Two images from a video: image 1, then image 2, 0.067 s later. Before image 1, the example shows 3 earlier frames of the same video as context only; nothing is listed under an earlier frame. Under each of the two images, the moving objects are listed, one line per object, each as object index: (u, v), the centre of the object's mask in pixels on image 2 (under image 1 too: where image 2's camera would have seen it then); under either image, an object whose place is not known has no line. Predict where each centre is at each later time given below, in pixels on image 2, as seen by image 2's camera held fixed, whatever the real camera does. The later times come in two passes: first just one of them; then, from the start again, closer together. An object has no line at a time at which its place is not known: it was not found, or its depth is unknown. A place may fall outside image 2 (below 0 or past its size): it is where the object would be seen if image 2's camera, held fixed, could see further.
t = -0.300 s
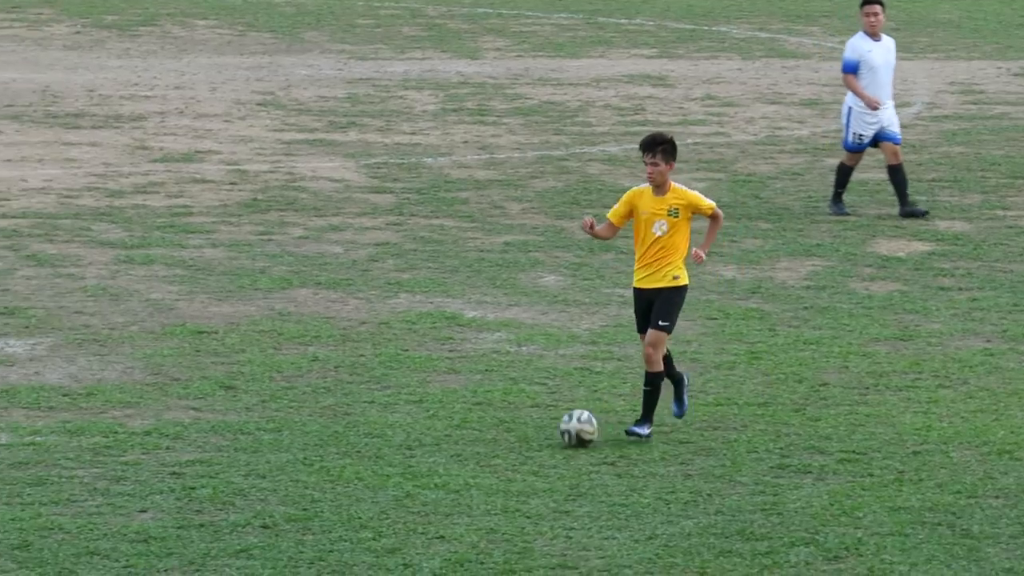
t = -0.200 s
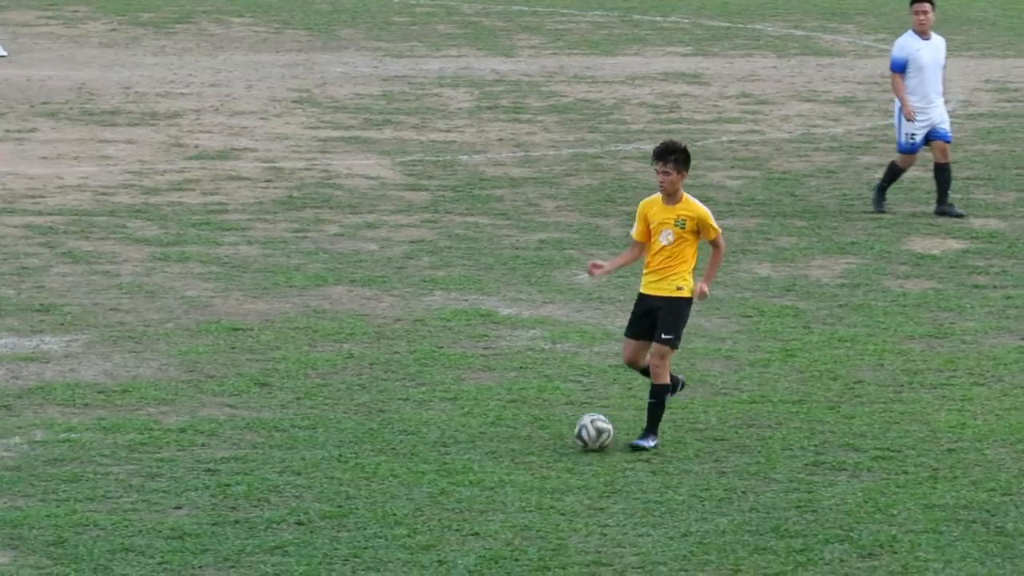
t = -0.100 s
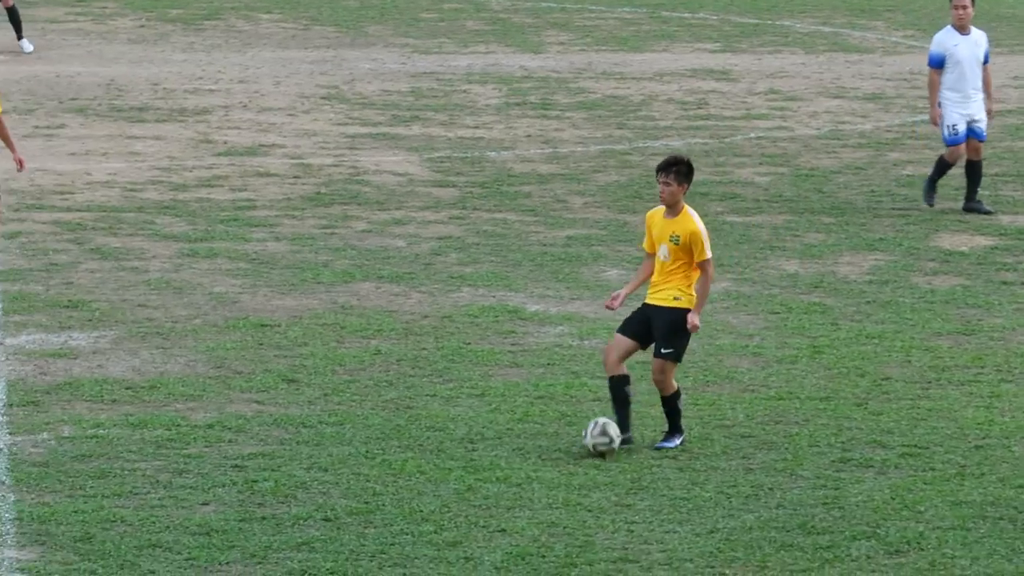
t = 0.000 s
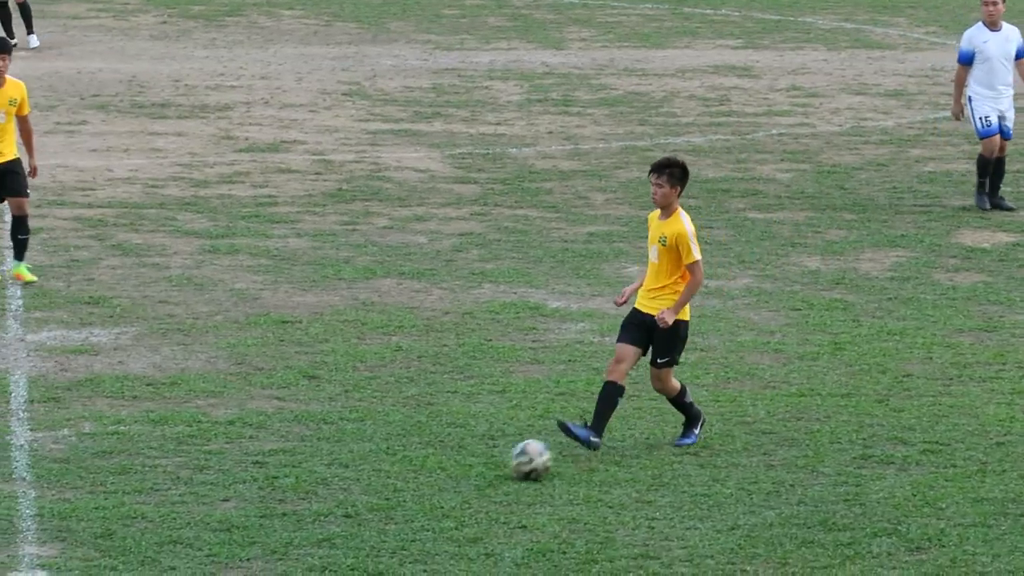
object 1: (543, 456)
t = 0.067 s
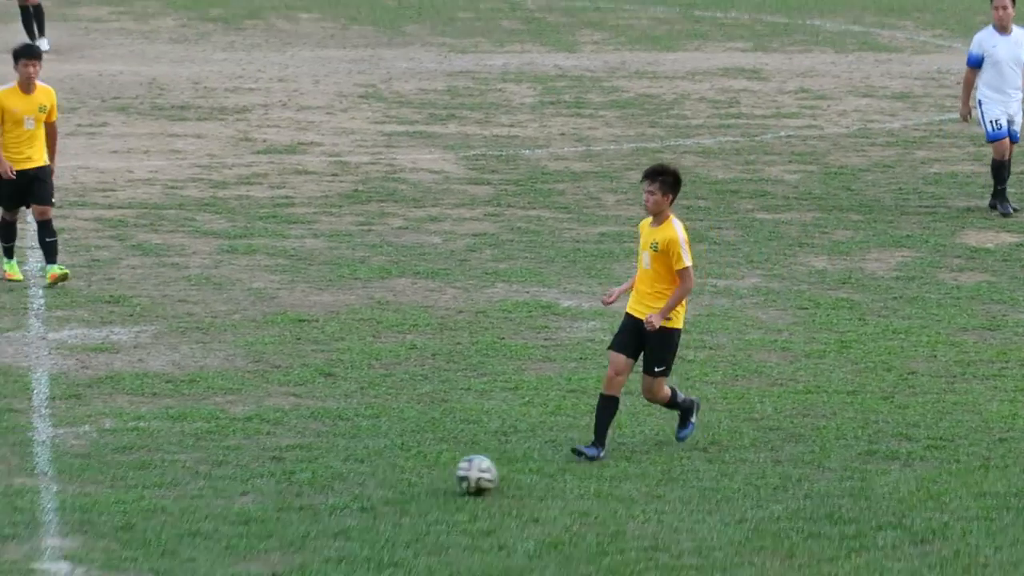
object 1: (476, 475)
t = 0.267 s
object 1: (294, 528)
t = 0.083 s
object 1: (461, 483)
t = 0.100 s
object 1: (440, 486)
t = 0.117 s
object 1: (428, 491)
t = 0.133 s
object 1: (412, 495)
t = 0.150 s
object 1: (397, 498)
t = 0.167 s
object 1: (382, 501)
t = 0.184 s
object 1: (368, 505)
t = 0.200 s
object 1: (353, 509)
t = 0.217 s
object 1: (340, 513)
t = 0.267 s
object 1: (294, 528)
